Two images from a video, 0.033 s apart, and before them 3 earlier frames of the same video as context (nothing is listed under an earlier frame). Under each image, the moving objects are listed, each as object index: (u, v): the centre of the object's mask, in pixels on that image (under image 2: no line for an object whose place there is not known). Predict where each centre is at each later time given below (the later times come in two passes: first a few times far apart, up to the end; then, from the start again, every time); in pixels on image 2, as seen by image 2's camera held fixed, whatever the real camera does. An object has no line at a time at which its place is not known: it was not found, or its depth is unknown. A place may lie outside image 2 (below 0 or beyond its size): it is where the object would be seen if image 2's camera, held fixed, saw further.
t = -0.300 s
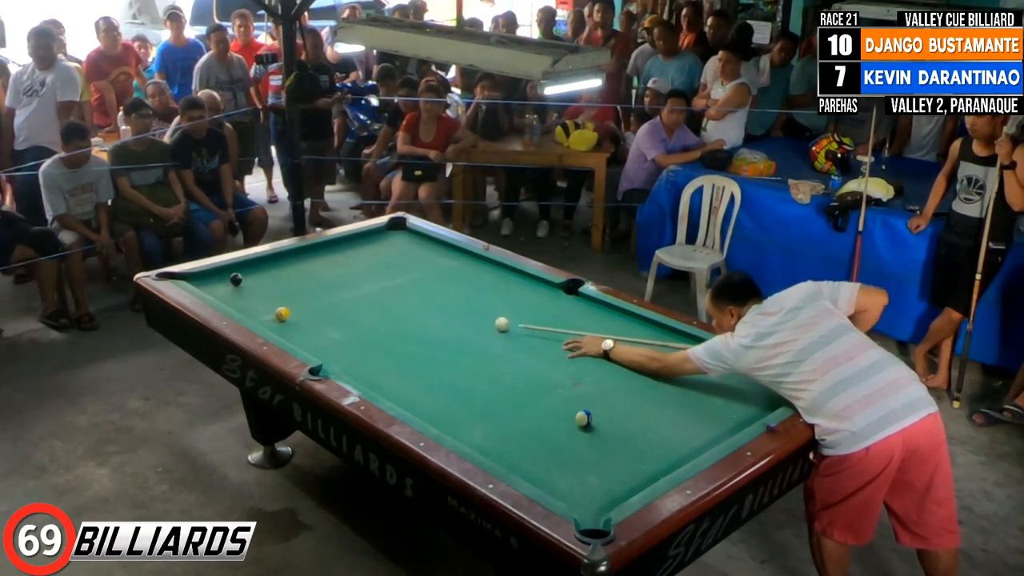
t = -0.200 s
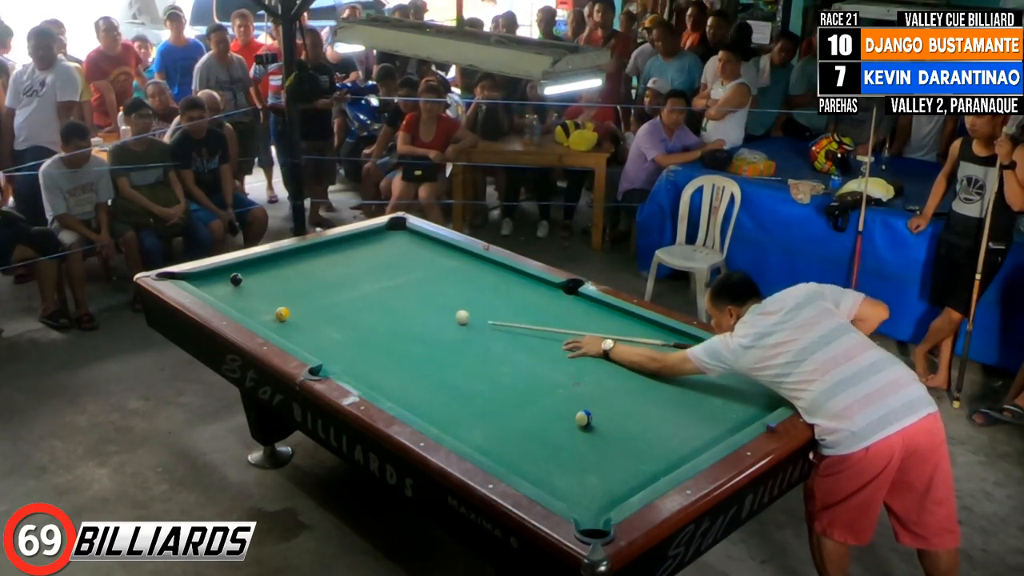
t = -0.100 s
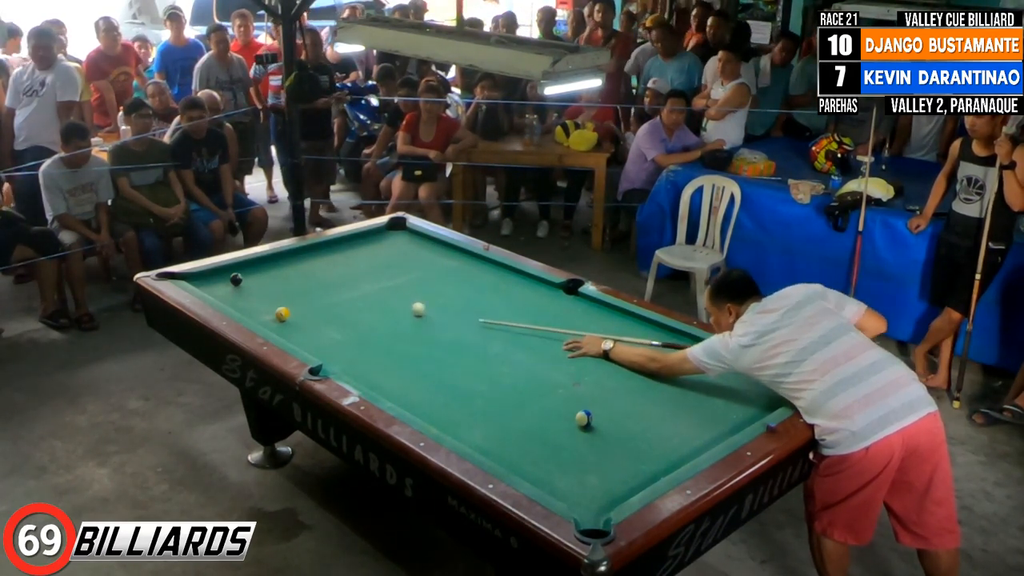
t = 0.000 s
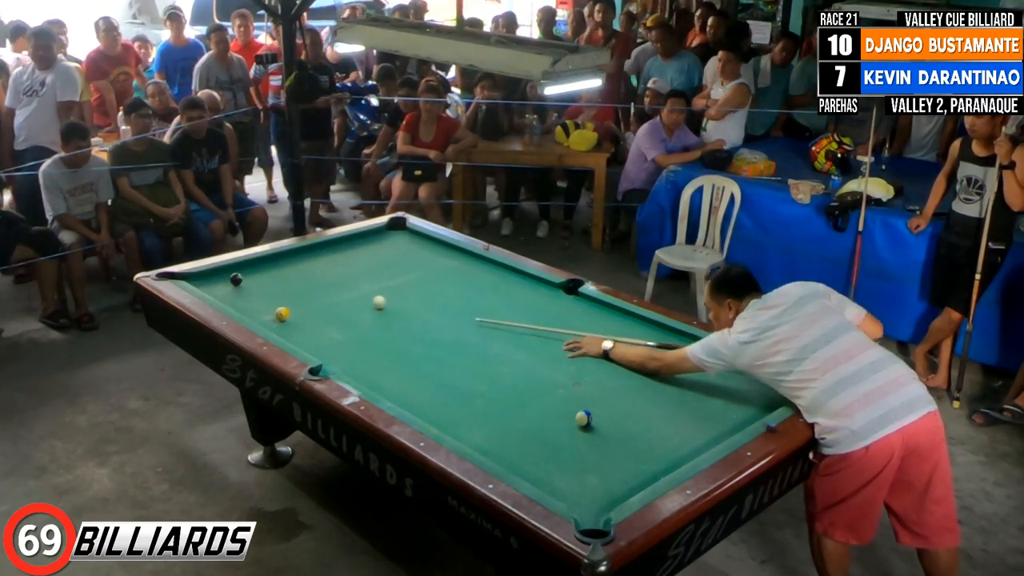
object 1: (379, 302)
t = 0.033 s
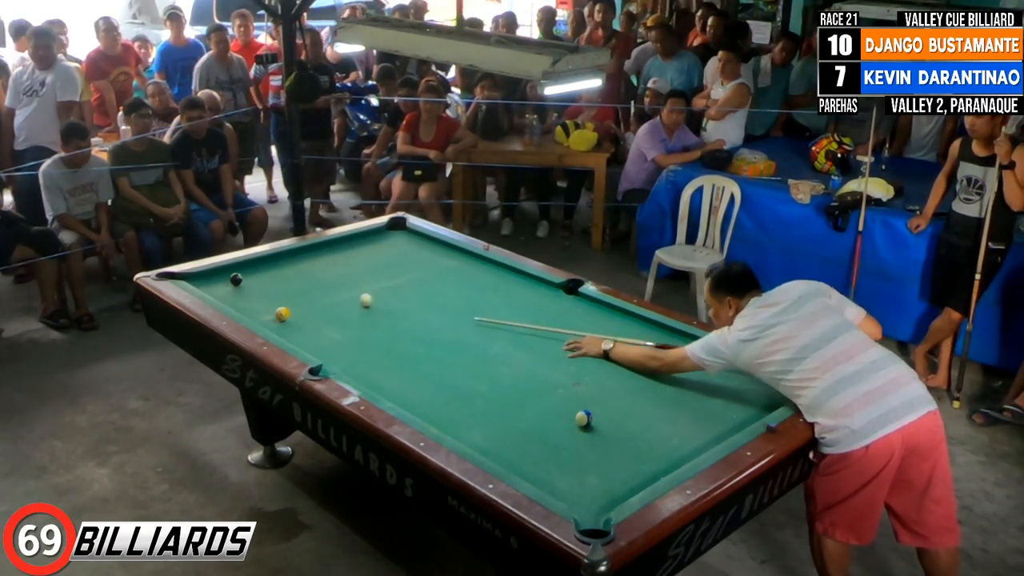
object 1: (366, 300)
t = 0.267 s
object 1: (280, 285)
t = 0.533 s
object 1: (245, 270)
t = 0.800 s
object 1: (247, 268)
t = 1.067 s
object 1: (261, 275)
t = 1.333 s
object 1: (274, 281)
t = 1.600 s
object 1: (287, 287)
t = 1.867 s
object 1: (299, 294)
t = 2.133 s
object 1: (311, 300)
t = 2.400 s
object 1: (323, 306)
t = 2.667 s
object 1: (335, 312)
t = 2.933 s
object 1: (347, 318)
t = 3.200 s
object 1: (357, 323)
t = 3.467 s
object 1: (368, 328)
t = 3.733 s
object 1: (378, 333)
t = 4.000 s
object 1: (387, 338)
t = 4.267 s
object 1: (395, 342)
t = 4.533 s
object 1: (403, 346)
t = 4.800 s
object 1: (409, 349)
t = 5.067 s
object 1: (416, 353)
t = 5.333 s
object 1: (421, 355)
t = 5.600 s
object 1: (425, 357)
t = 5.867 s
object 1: (429, 359)
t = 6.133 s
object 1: (432, 360)
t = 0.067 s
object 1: (353, 298)
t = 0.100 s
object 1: (341, 296)
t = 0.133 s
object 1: (328, 293)
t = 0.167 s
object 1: (316, 291)
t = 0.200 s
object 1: (304, 289)
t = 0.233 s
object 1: (292, 287)
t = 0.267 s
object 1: (280, 285)
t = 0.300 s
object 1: (268, 283)
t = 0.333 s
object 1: (257, 280)
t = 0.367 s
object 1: (249, 278)
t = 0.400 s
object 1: (249, 277)
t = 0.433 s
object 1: (249, 275)
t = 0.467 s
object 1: (249, 274)
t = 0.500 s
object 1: (247, 272)
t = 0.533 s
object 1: (245, 270)
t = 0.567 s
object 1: (243, 268)
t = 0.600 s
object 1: (241, 266)
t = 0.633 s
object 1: (239, 265)
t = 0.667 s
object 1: (240, 265)
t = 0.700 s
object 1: (242, 266)
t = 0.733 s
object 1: (244, 267)
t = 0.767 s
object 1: (245, 267)
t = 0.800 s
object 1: (247, 268)
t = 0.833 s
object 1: (249, 269)
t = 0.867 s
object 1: (250, 270)
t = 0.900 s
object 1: (252, 271)
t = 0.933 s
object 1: (254, 272)
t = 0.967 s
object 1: (256, 272)
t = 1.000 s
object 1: (257, 273)
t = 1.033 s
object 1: (259, 274)
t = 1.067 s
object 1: (261, 275)
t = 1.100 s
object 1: (262, 275)
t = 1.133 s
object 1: (264, 276)
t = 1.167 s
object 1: (266, 277)
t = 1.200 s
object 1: (267, 278)
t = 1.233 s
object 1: (269, 279)
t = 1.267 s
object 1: (271, 279)
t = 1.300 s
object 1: (272, 280)
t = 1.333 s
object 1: (274, 281)
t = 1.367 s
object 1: (275, 282)
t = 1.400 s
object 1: (277, 282)
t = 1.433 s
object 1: (279, 283)
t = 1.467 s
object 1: (280, 284)
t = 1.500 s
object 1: (282, 285)
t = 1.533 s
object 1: (284, 286)
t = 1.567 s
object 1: (285, 287)
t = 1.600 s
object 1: (287, 287)
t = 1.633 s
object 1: (289, 288)
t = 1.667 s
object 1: (290, 289)
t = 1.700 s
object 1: (292, 290)
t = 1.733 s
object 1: (293, 290)
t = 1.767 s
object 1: (295, 291)
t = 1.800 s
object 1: (296, 292)
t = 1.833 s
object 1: (298, 293)
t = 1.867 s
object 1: (299, 294)
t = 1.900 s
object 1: (301, 295)
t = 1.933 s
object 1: (302, 295)
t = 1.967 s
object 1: (304, 296)
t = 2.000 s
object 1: (305, 297)
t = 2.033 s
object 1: (307, 298)
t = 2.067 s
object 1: (308, 298)
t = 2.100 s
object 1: (310, 299)
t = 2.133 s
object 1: (311, 300)
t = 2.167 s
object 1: (313, 301)
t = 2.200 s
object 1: (315, 302)
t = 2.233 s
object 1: (316, 302)
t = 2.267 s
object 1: (317, 303)
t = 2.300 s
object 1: (319, 304)
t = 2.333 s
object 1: (320, 304)
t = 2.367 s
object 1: (322, 305)
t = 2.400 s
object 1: (323, 306)
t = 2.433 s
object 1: (325, 307)
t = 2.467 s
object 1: (326, 307)
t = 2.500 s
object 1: (328, 308)
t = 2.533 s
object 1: (330, 309)
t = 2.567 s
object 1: (331, 310)
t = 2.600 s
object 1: (332, 310)
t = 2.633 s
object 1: (334, 311)
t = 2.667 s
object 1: (335, 312)
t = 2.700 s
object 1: (337, 313)
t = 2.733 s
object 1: (338, 313)
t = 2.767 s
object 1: (339, 314)
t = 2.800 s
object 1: (341, 315)
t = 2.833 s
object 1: (343, 315)
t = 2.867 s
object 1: (344, 316)
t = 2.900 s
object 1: (345, 317)
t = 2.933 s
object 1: (347, 318)
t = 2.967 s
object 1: (348, 318)
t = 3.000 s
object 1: (350, 319)
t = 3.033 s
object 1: (351, 320)
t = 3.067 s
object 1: (352, 321)
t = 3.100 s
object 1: (353, 321)
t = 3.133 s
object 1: (355, 322)
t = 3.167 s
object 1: (356, 323)
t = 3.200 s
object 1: (357, 323)
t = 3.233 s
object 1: (359, 324)
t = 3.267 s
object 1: (360, 325)
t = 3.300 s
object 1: (361, 325)
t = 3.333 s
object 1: (363, 326)
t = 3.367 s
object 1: (364, 327)
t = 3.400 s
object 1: (365, 327)
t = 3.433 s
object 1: (367, 328)
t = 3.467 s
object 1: (368, 328)
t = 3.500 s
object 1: (369, 329)
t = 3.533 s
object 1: (371, 330)
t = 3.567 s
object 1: (372, 330)
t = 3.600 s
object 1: (373, 331)
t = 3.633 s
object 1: (374, 332)
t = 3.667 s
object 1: (375, 332)
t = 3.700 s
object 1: (376, 333)
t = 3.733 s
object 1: (378, 333)
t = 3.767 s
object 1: (379, 334)
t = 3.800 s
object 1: (380, 334)
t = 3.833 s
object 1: (381, 335)
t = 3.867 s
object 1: (382, 336)
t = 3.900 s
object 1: (383, 336)
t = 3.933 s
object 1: (384, 337)
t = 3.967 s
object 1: (386, 337)
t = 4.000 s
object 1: (387, 338)
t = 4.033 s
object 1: (388, 339)
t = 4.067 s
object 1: (389, 339)
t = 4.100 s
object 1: (390, 339)
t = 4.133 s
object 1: (391, 340)
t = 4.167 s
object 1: (392, 341)
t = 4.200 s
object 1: (393, 341)
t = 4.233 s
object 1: (394, 342)
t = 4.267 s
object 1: (395, 342)
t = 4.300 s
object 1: (396, 343)
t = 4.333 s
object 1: (397, 343)
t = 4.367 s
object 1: (398, 344)
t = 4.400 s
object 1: (399, 344)
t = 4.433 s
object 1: (400, 345)
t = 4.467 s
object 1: (401, 345)
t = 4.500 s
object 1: (402, 346)
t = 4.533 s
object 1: (403, 346)
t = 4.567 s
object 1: (404, 346)
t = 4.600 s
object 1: (404, 347)
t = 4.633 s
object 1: (405, 347)
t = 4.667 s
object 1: (406, 348)
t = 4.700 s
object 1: (407, 348)
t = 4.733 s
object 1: (408, 349)
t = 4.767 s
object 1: (408, 349)
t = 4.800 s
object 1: (409, 349)
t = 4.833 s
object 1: (410, 350)
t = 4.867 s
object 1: (411, 350)
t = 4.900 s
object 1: (412, 350)
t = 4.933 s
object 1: (412, 351)
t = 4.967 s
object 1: (413, 351)
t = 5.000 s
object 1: (414, 352)
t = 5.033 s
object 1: (415, 352)
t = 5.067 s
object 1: (416, 353)
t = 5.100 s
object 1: (416, 353)
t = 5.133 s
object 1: (417, 353)
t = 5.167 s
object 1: (418, 354)
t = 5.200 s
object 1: (418, 354)
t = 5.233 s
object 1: (419, 354)
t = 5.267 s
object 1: (419, 354)
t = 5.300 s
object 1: (420, 355)
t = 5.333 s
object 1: (421, 355)
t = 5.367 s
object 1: (422, 355)
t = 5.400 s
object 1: (422, 356)
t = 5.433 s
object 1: (423, 356)
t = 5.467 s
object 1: (423, 356)
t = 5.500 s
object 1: (424, 356)
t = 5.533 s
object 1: (424, 357)
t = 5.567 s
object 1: (425, 357)
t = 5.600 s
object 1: (425, 357)
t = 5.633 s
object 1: (426, 357)
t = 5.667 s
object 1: (427, 357)
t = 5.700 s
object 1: (427, 358)
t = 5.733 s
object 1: (427, 358)
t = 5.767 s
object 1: (428, 358)
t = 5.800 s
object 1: (428, 358)
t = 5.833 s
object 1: (428, 359)
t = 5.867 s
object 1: (429, 359)
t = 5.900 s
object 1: (429, 359)
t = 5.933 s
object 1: (430, 359)
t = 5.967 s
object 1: (430, 359)
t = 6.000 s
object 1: (431, 359)
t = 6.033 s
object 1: (431, 360)
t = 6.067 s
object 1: (431, 360)
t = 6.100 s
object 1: (431, 360)
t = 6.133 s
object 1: (432, 360)
